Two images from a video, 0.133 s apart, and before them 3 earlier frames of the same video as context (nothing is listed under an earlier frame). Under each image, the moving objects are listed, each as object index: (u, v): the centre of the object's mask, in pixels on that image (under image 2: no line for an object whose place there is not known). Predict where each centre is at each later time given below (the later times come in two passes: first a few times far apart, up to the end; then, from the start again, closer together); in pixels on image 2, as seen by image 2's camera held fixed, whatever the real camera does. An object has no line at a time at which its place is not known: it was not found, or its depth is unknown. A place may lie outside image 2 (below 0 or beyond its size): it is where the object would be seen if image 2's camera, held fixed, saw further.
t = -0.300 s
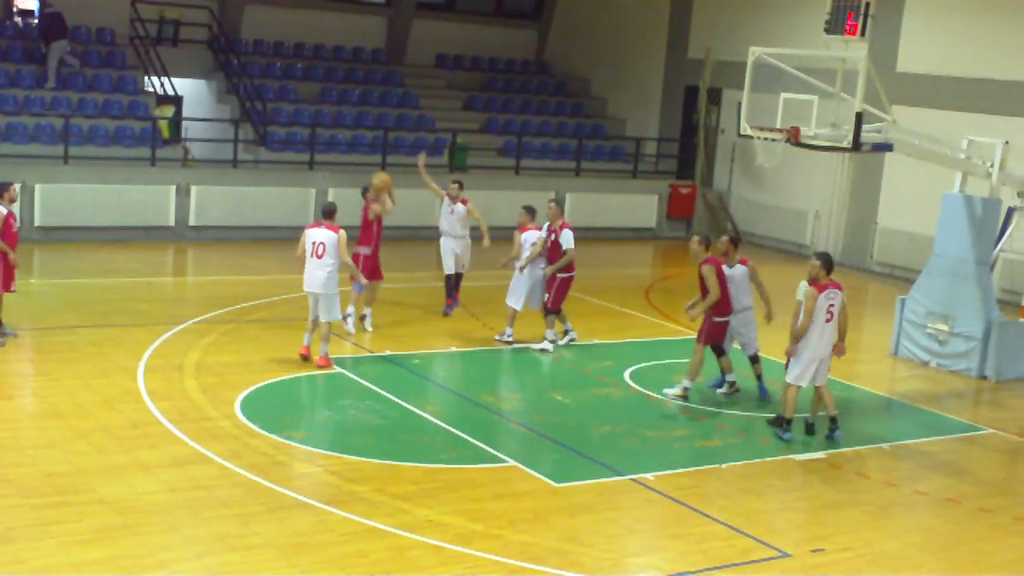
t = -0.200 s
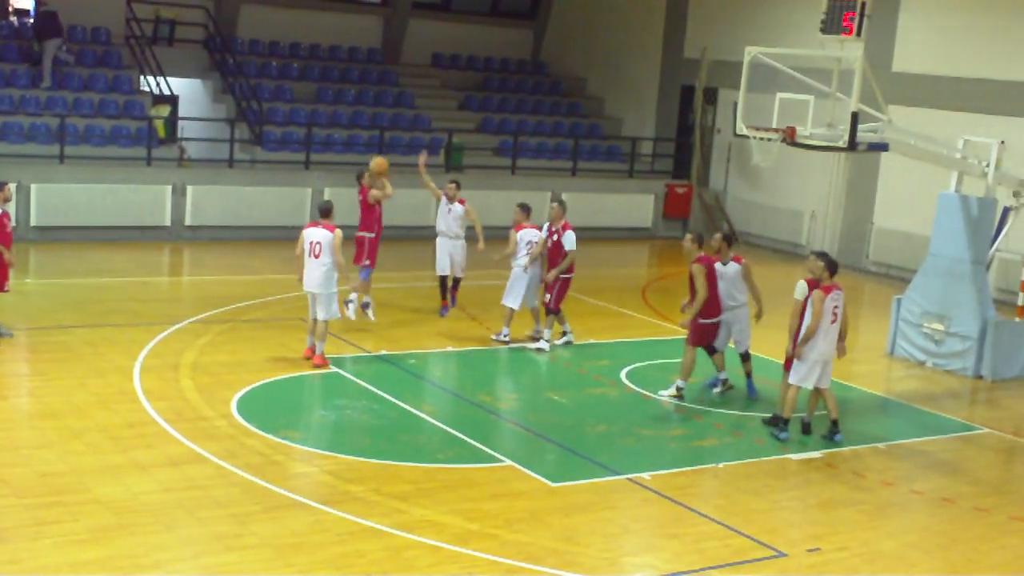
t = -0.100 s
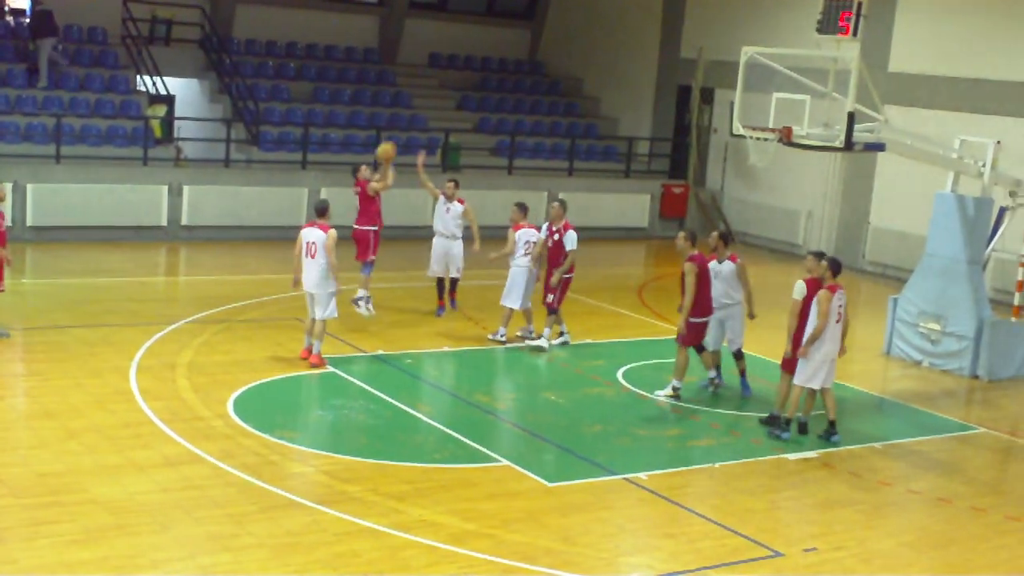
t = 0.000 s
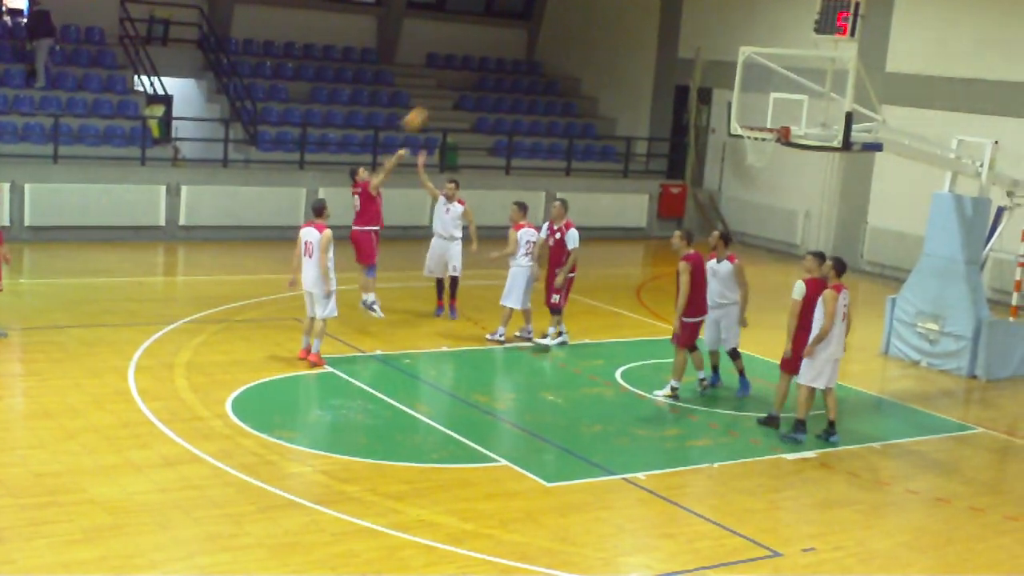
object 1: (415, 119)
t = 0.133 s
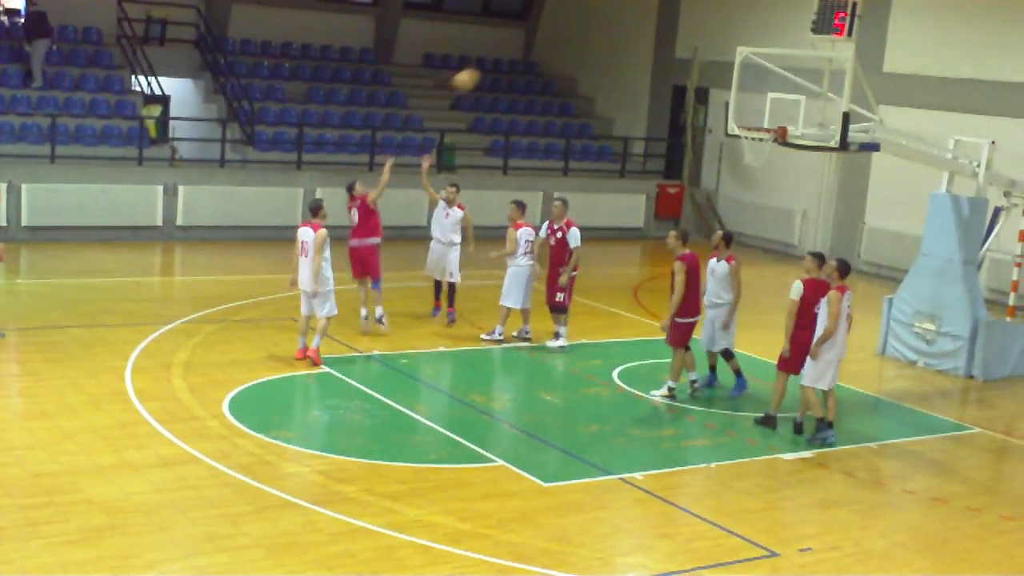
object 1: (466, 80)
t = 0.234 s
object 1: (505, 59)
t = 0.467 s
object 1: (599, 39)
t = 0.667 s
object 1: (678, 58)
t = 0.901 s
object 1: (766, 125)
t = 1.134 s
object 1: (761, 124)
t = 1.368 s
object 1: (751, 118)
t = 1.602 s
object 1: (751, 118)
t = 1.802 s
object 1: (741, 130)
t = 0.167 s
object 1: (478, 72)
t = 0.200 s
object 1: (492, 65)
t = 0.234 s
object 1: (505, 59)
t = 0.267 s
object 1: (519, 53)
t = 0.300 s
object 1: (533, 49)
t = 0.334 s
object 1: (545, 45)
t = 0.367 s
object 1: (560, 42)
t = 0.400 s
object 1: (573, 40)
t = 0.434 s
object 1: (586, 39)
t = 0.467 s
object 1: (599, 39)
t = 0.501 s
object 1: (612, 39)
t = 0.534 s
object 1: (624, 40)
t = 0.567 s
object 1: (637, 42)
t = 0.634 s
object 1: (665, 52)
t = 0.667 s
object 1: (678, 58)
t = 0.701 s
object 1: (690, 64)
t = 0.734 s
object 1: (702, 72)
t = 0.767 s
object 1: (715, 79)
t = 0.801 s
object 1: (727, 89)
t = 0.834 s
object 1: (742, 101)
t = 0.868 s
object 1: (756, 115)
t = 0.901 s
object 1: (766, 125)
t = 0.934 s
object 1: (761, 126)
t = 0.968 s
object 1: (757, 127)
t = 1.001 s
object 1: (755, 127)
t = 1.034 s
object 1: (755, 126)
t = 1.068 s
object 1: (762, 126)
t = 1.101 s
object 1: (766, 125)
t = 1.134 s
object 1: (761, 124)
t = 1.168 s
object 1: (754, 122)
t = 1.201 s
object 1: (750, 121)
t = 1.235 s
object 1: (751, 119)
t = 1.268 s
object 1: (750, 118)
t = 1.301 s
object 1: (750, 118)
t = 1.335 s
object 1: (751, 118)
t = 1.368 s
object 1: (751, 118)
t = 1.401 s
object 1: (751, 118)
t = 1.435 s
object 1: (751, 117)
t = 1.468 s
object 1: (752, 117)
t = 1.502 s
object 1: (752, 117)
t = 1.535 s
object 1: (751, 117)
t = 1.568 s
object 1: (751, 117)
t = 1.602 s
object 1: (751, 118)
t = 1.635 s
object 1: (749, 118)
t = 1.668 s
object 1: (748, 119)
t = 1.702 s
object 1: (746, 120)
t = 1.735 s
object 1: (745, 123)
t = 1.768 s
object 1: (744, 126)
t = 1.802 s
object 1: (741, 130)
